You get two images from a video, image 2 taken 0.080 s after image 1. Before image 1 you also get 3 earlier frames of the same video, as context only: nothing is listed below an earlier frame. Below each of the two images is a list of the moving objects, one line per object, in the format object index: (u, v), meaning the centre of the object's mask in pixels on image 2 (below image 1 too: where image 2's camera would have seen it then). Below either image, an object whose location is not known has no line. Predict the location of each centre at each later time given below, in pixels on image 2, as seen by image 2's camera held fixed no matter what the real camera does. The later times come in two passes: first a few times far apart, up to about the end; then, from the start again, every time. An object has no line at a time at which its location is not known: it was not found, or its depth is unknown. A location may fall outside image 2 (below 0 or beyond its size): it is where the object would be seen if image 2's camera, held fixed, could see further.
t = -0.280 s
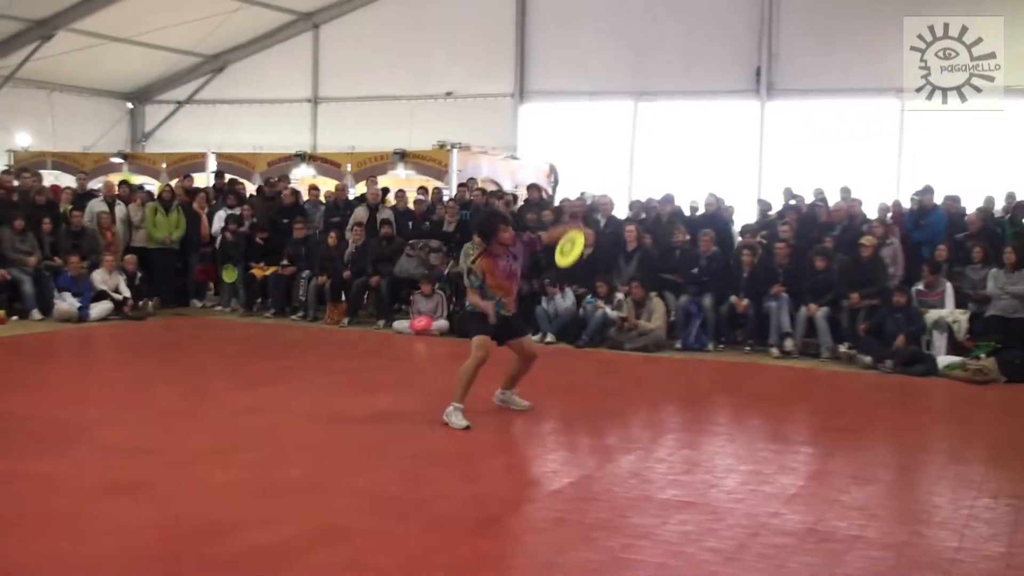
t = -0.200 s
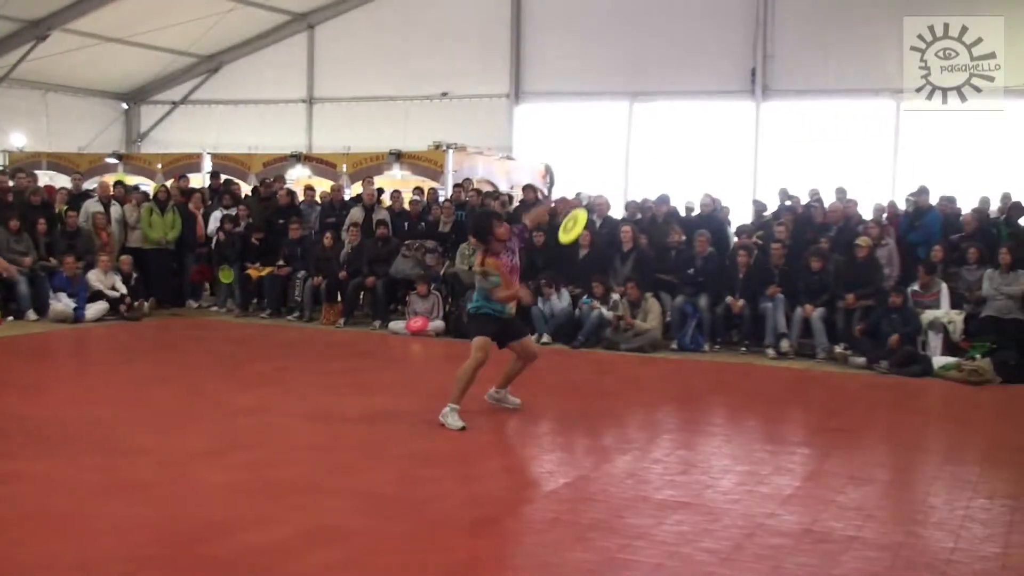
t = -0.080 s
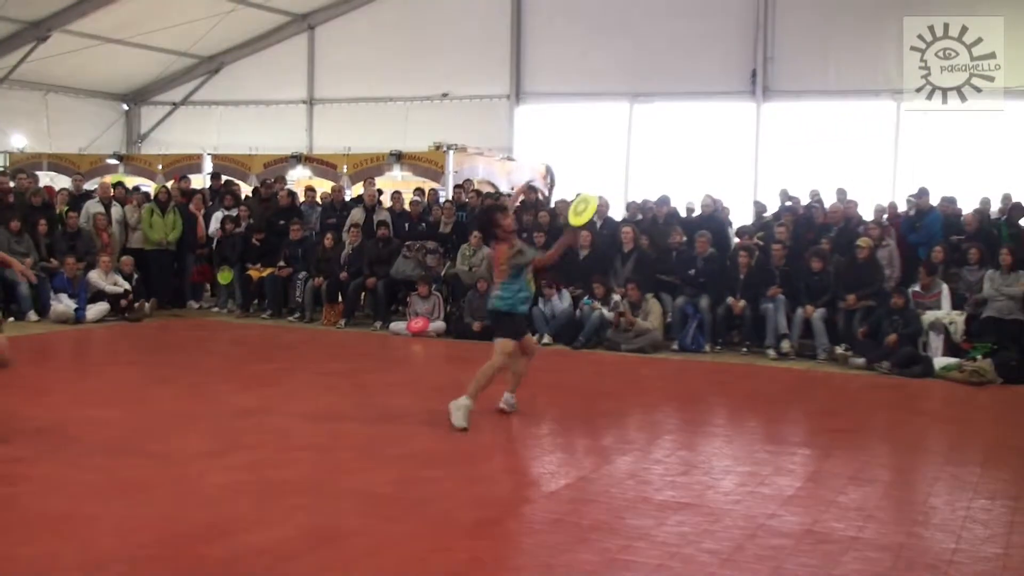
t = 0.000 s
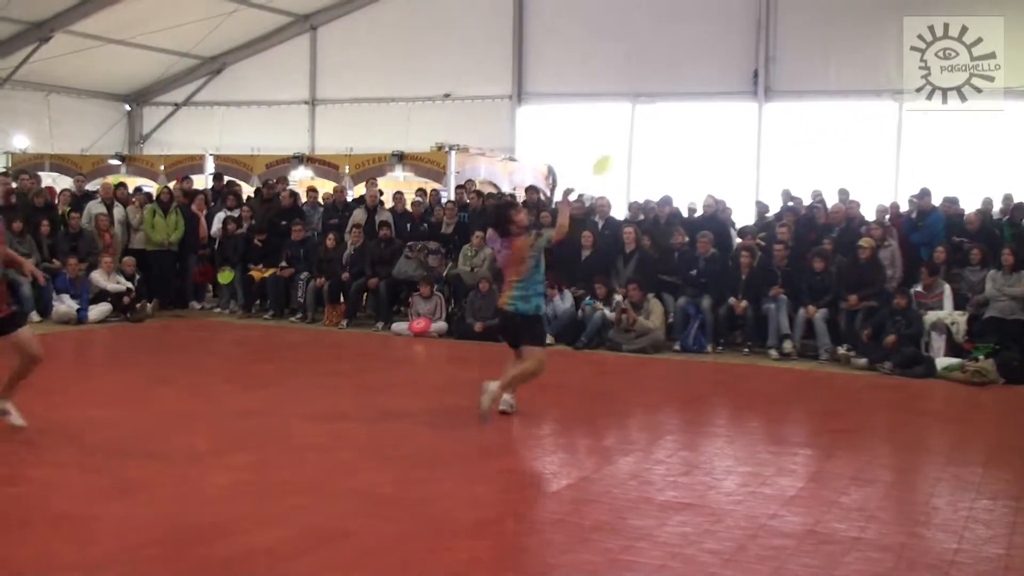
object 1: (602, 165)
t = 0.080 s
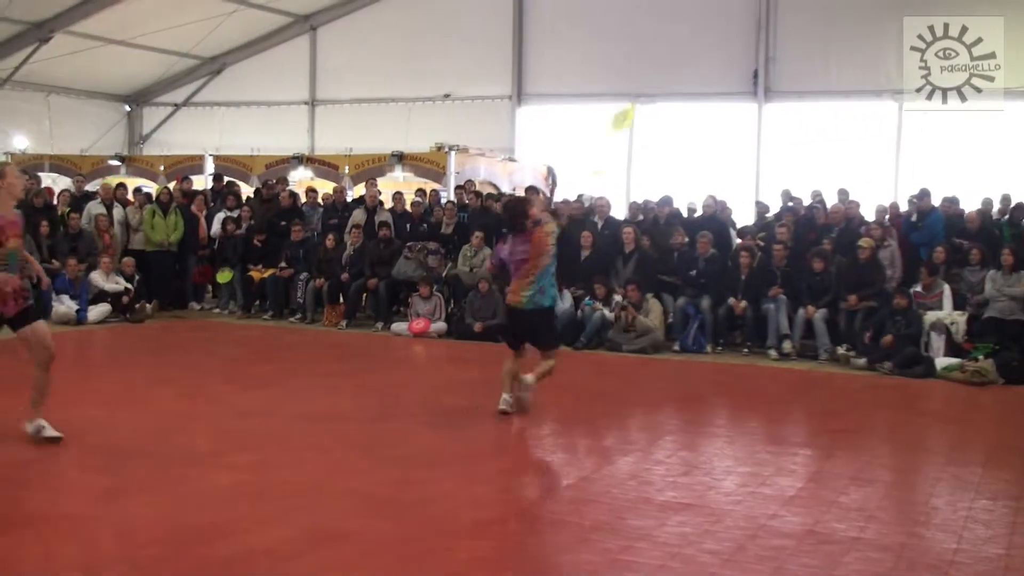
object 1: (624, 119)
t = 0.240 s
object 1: (650, 57)
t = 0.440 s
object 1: (672, 24)
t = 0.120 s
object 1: (633, 97)
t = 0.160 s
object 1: (638, 85)
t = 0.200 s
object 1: (644, 70)
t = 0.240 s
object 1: (650, 57)
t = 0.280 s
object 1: (656, 46)
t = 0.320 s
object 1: (661, 37)
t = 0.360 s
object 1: (665, 31)
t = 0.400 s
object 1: (670, 26)
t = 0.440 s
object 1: (672, 24)
